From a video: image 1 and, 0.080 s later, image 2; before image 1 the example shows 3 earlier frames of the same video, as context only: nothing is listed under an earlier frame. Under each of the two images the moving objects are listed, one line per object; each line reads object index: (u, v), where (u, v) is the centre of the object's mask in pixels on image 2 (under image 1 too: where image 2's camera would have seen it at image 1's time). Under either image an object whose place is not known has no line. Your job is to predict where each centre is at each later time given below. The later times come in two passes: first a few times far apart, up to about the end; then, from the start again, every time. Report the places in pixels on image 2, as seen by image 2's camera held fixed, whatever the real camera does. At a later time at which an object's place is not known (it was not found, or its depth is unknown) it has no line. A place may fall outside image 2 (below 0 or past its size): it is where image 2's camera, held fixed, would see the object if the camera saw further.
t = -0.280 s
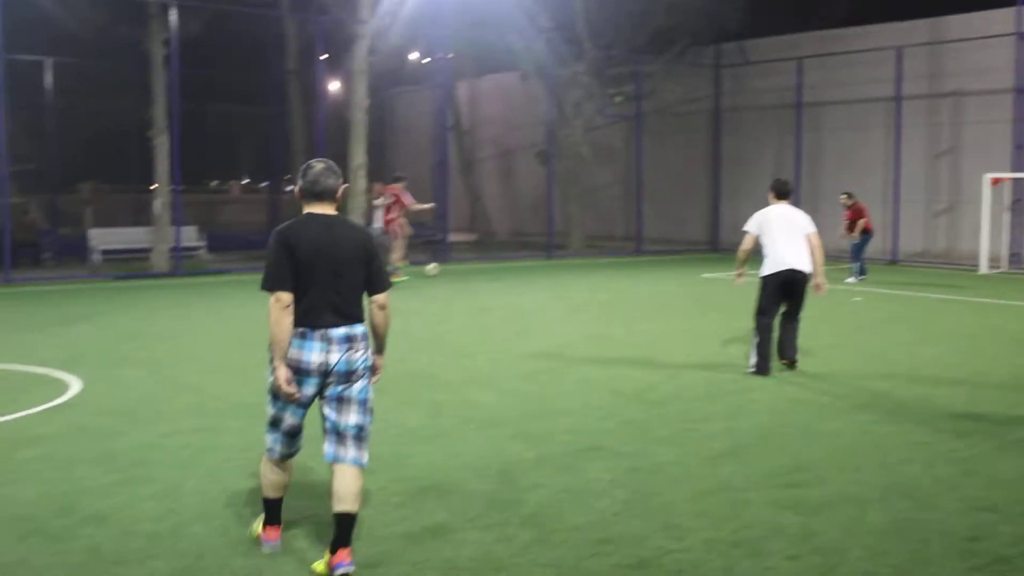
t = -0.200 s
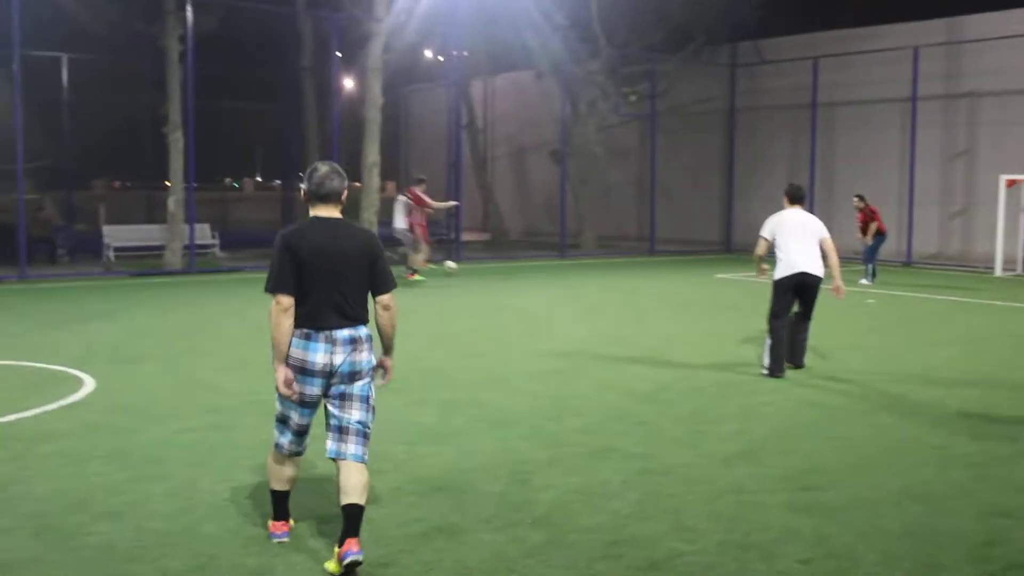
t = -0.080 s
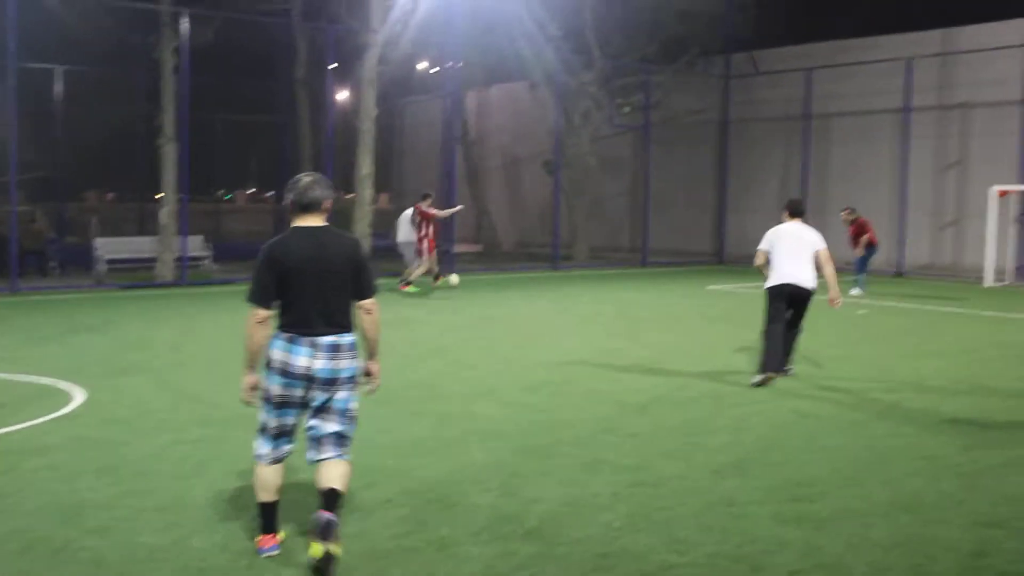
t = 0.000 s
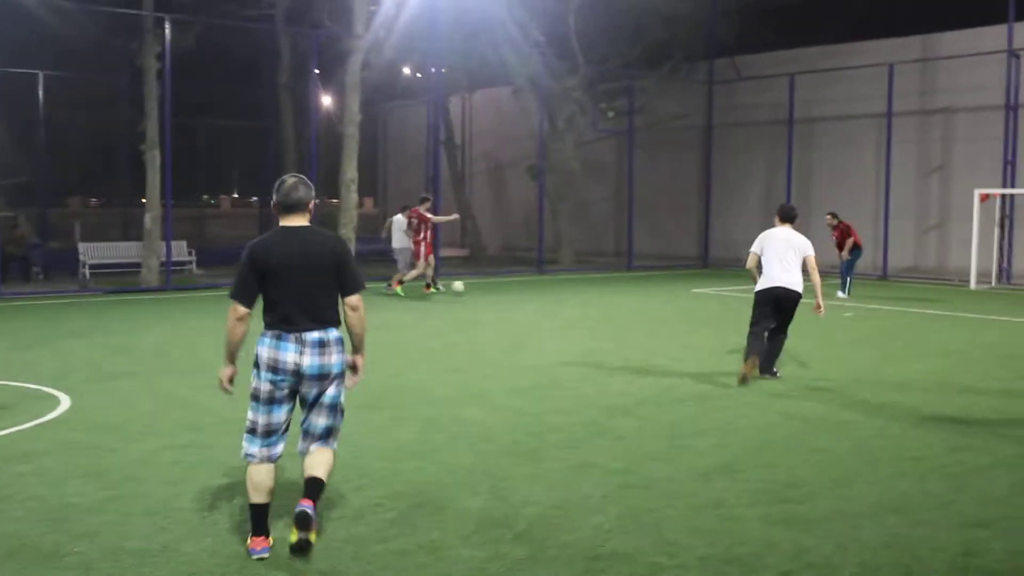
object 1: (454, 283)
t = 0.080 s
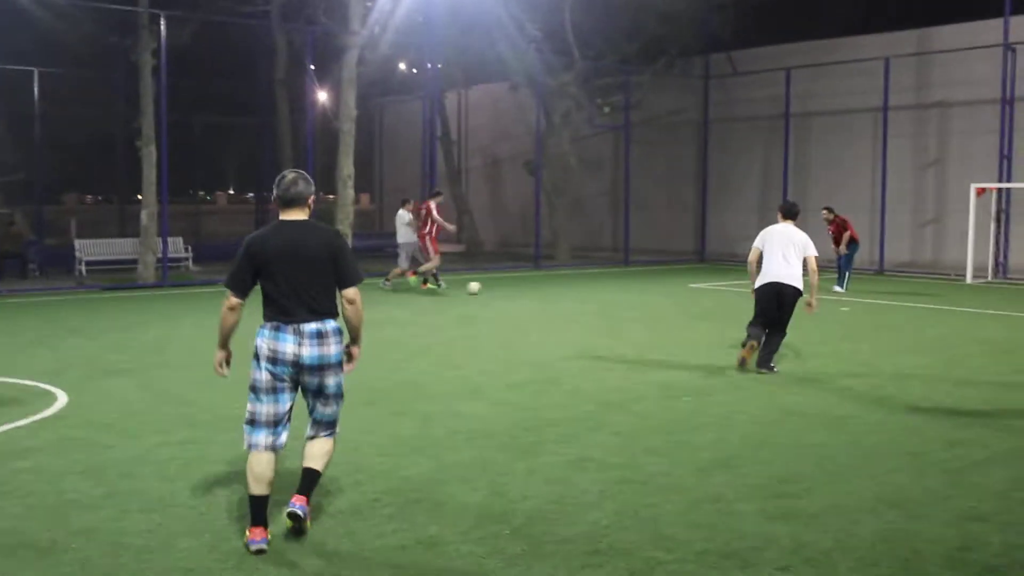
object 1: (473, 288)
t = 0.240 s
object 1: (508, 293)
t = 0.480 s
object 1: (556, 300)
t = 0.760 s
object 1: (616, 310)
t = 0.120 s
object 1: (483, 288)
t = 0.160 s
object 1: (491, 289)
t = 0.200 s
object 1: (500, 290)
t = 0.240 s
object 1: (508, 293)
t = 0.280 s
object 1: (517, 295)
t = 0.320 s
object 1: (524, 295)
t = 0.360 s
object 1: (532, 296)
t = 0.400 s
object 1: (541, 298)
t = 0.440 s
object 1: (549, 300)
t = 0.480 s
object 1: (556, 300)
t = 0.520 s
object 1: (564, 302)
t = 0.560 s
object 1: (572, 303)
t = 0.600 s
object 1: (581, 304)
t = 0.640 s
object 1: (590, 306)
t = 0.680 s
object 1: (598, 307)
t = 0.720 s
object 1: (607, 309)
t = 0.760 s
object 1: (616, 310)
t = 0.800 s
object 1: (625, 312)
